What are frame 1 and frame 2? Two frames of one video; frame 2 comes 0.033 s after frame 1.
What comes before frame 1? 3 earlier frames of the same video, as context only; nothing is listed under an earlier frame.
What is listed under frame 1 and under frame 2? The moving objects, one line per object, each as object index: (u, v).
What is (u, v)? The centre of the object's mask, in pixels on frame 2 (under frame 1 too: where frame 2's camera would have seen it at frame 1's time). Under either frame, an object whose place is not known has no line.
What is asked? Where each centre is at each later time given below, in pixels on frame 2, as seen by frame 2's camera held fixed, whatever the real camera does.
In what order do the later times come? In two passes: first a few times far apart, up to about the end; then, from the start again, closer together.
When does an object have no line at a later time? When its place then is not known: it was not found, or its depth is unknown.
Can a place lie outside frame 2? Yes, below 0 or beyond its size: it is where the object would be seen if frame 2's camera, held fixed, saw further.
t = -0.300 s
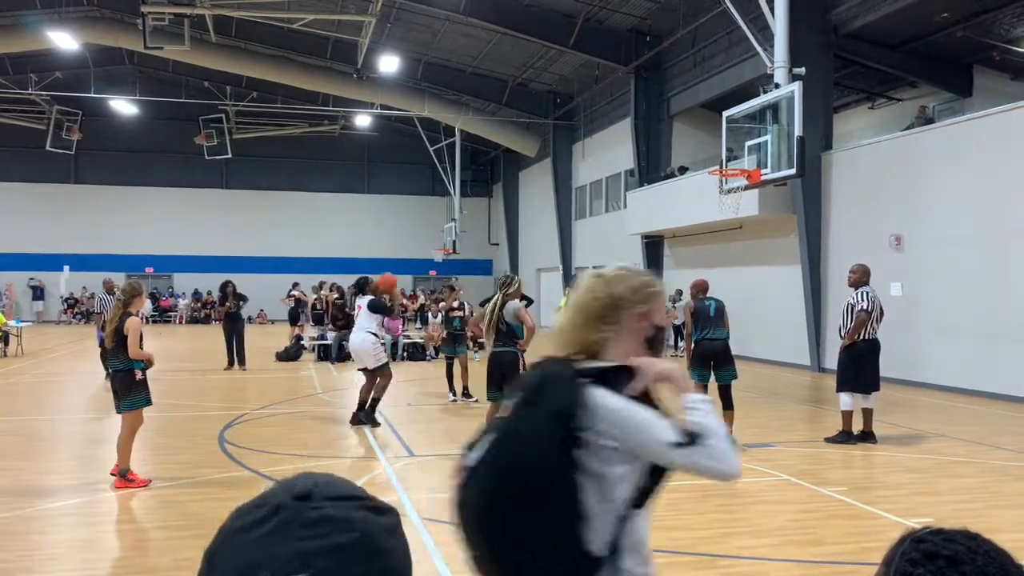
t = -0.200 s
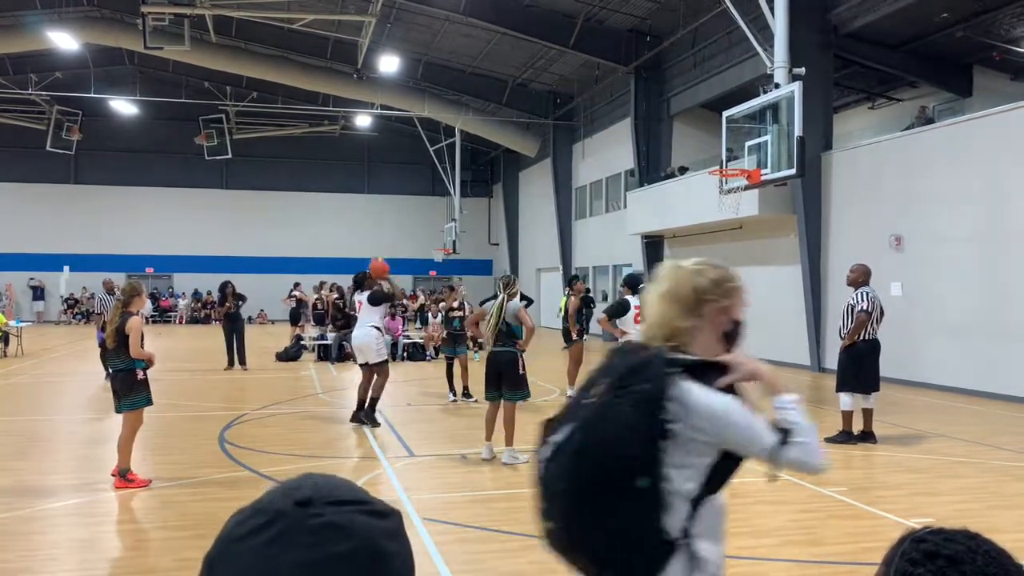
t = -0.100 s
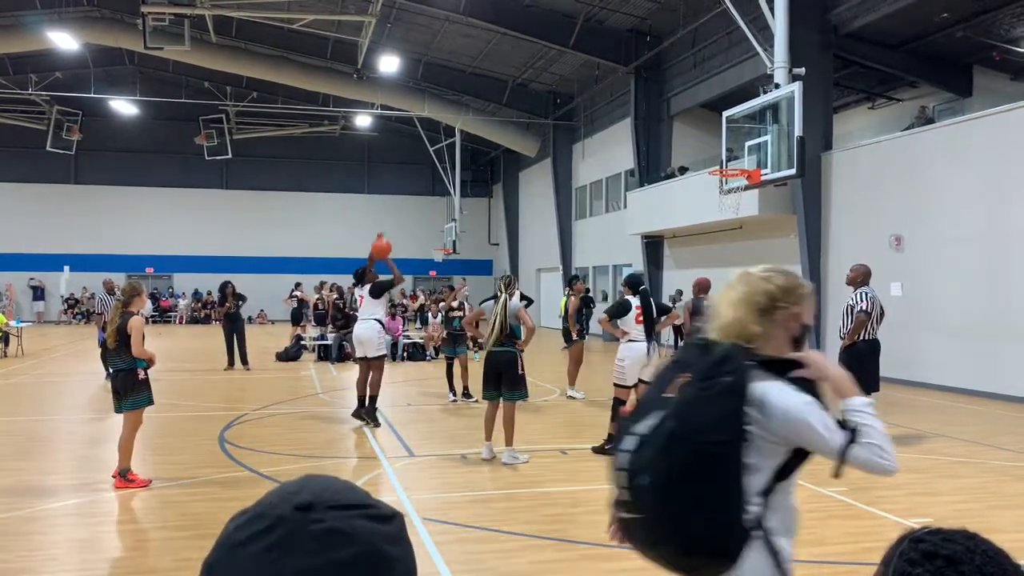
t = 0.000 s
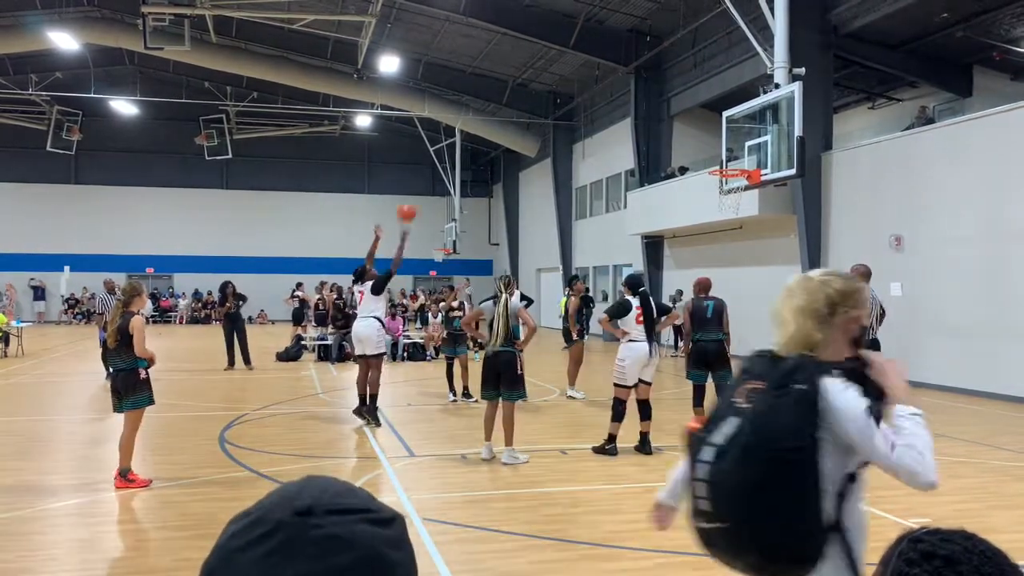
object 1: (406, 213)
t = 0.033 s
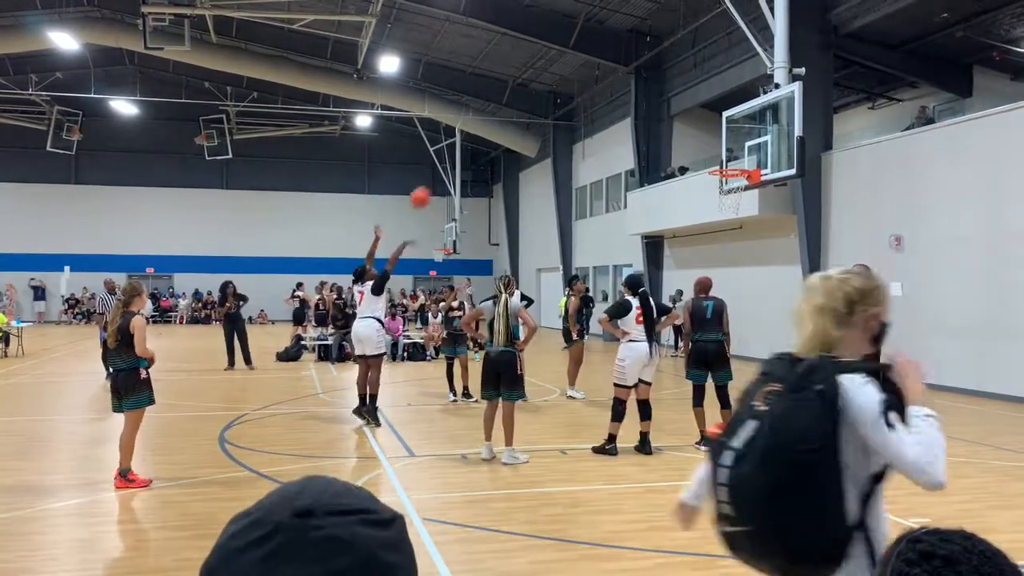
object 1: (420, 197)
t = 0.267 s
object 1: (509, 130)
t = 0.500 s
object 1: (592, 110)
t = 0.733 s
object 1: (671, 131)
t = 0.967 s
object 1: (740, 189)
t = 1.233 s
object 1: (751, 245)
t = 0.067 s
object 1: (433, 185)
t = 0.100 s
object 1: (445, 173)
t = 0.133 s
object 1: (459, 163)
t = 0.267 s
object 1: (509, 130)
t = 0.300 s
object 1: (521, 125)
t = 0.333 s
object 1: (533, 120)
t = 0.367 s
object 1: (546, 116)
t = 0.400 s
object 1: (557, 113)
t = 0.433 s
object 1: (569, 110)
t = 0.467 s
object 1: (580, 110)
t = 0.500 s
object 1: (592, 110)
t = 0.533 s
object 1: (603, 110)
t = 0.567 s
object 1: (615, 111)
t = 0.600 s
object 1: (627, 113)
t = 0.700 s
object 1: (660, 125)
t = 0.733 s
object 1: (671, 131)
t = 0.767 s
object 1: (682, 137)
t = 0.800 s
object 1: (693, 144)
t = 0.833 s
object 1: (704, 152)
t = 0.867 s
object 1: (714, 161)
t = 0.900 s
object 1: (724, 172)
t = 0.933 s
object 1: (735, 184)
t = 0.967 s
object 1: (740, 189)
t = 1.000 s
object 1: (742, 194)
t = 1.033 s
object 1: (744, 199)
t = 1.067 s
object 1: (745, 205)
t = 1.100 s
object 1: (746, 211)
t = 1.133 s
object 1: (747, 219)
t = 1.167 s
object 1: (749, 226)
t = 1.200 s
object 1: (750, 236)
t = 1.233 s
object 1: (751, 245)
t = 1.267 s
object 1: (753, 257)
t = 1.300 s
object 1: (754, 267)
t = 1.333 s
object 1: (756, 280)
